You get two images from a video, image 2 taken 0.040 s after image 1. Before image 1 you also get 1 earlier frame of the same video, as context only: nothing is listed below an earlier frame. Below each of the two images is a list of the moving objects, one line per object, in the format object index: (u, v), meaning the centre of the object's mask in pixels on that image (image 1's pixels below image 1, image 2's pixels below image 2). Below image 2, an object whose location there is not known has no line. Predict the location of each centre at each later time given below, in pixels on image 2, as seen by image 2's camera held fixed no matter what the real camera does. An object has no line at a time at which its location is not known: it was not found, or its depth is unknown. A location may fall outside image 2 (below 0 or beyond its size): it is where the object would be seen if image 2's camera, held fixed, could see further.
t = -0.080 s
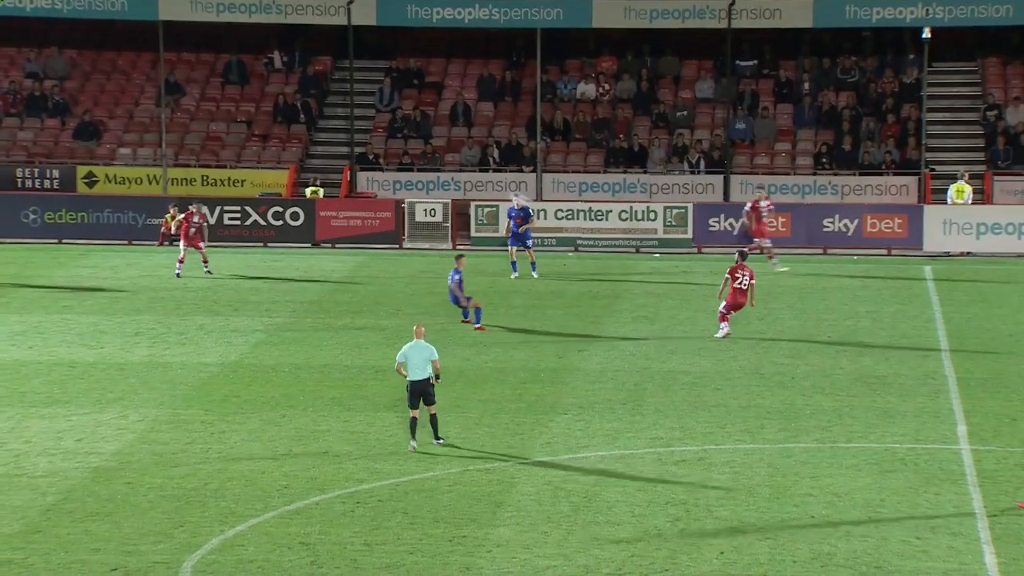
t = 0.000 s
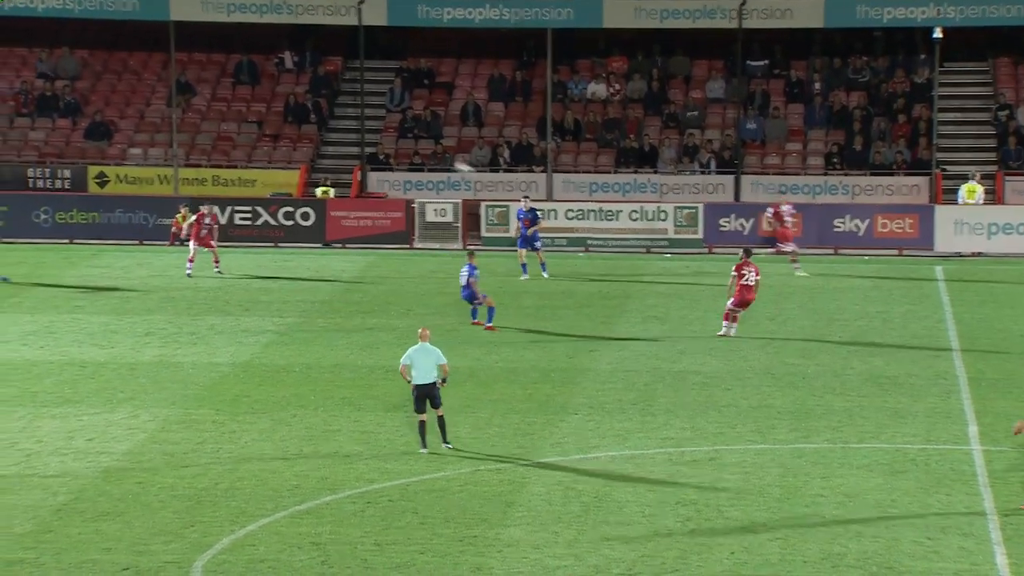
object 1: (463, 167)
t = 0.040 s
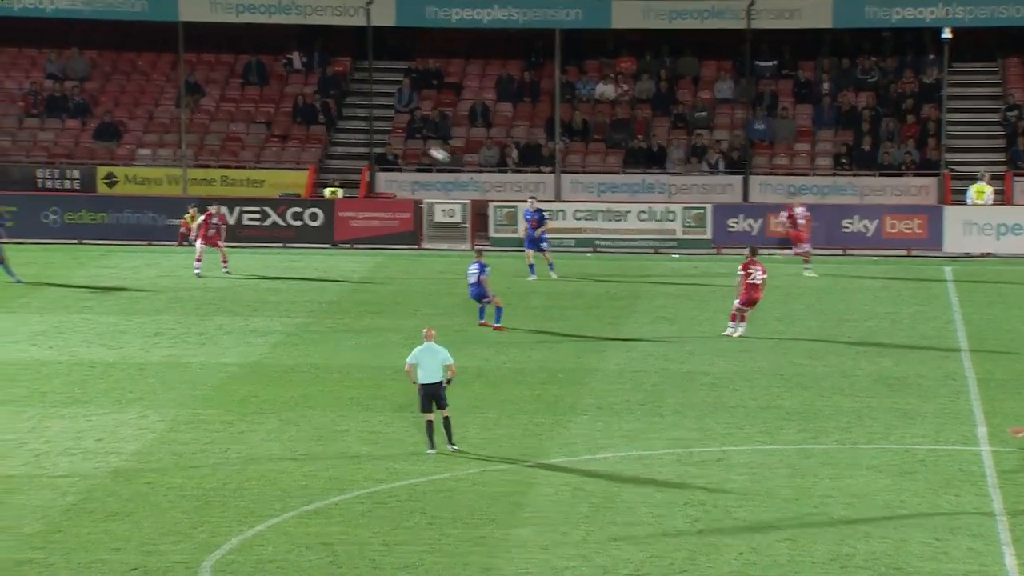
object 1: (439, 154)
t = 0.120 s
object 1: (379, 129)
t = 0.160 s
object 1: (350, 117)
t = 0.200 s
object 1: (322, 106)
